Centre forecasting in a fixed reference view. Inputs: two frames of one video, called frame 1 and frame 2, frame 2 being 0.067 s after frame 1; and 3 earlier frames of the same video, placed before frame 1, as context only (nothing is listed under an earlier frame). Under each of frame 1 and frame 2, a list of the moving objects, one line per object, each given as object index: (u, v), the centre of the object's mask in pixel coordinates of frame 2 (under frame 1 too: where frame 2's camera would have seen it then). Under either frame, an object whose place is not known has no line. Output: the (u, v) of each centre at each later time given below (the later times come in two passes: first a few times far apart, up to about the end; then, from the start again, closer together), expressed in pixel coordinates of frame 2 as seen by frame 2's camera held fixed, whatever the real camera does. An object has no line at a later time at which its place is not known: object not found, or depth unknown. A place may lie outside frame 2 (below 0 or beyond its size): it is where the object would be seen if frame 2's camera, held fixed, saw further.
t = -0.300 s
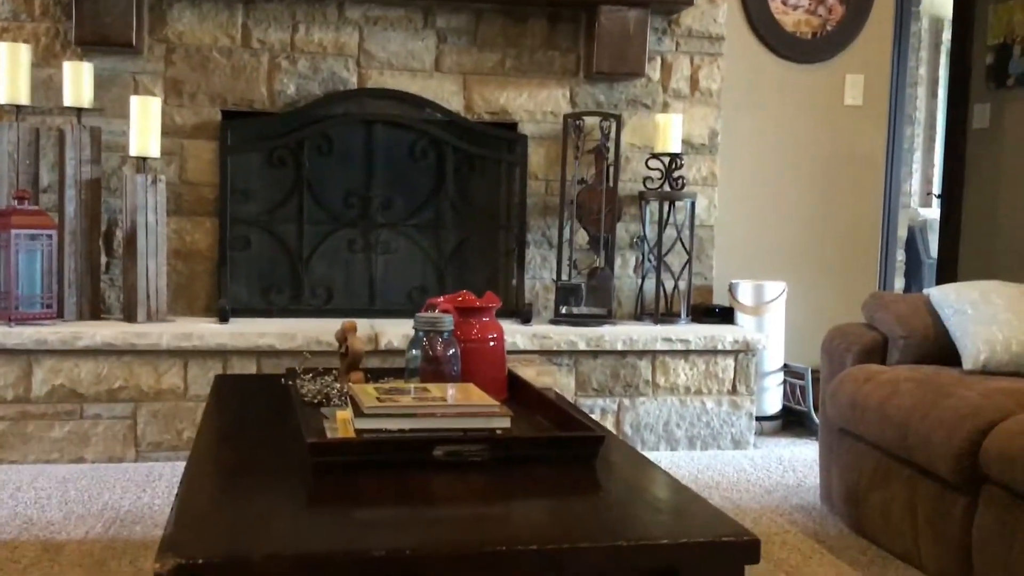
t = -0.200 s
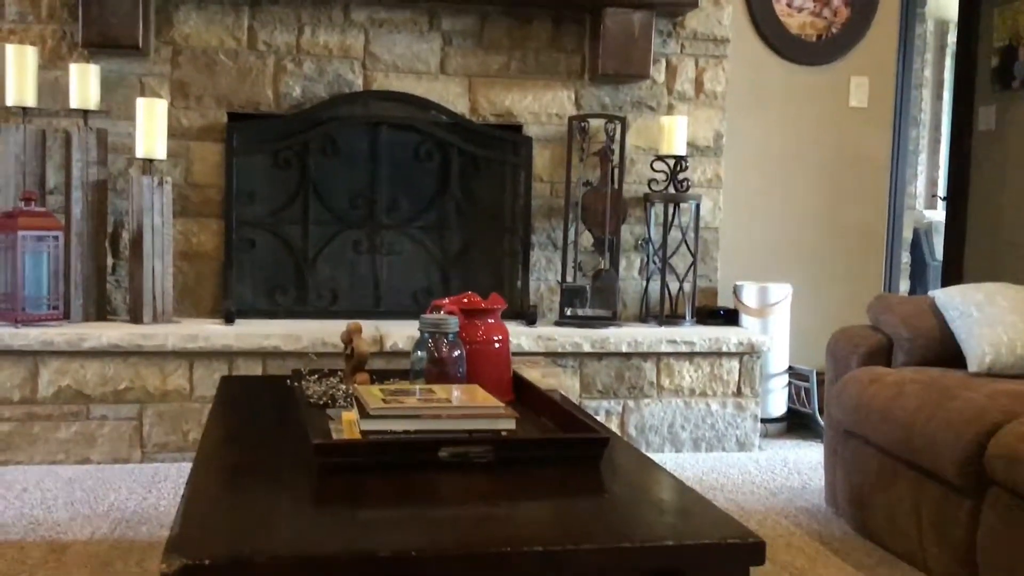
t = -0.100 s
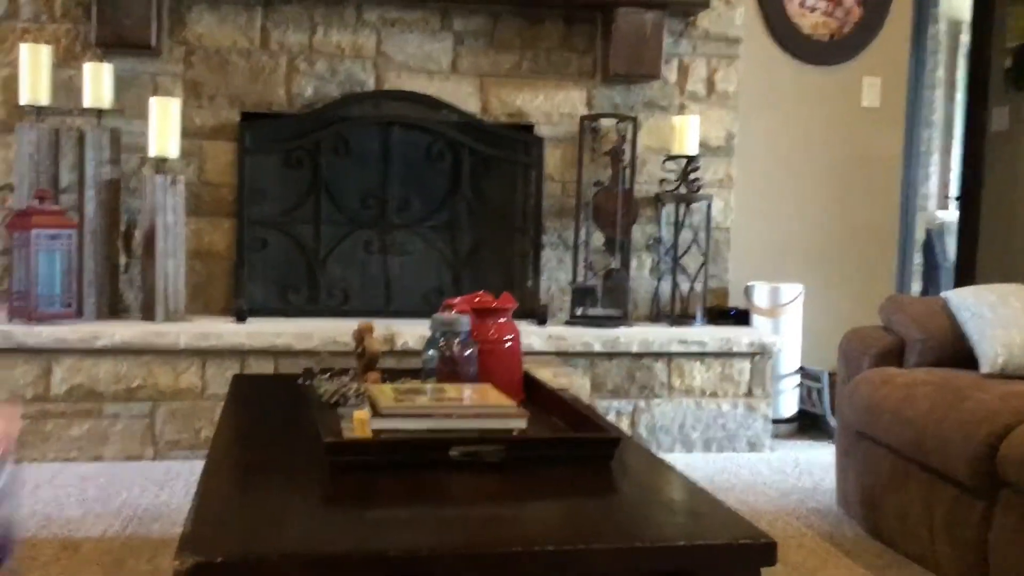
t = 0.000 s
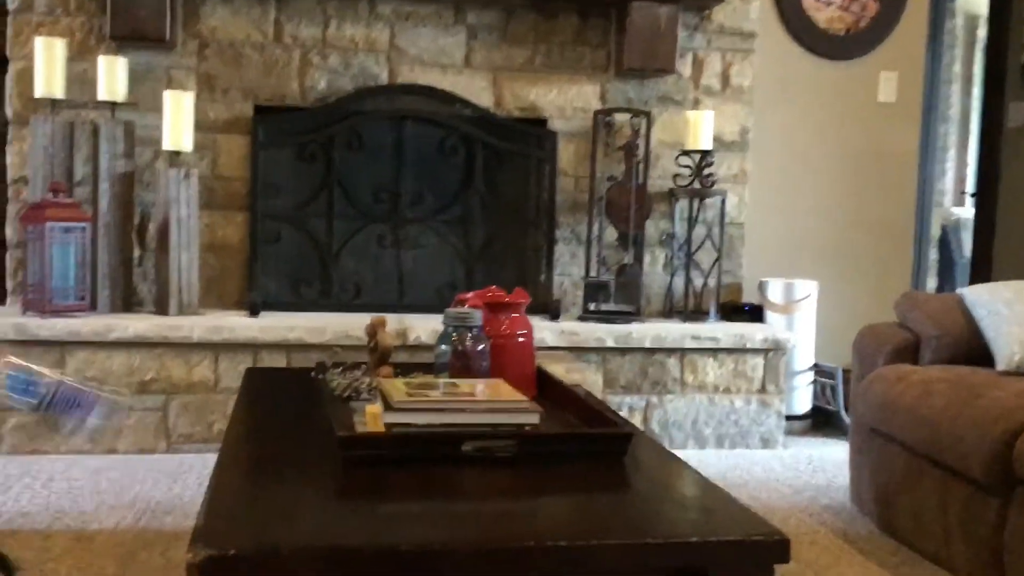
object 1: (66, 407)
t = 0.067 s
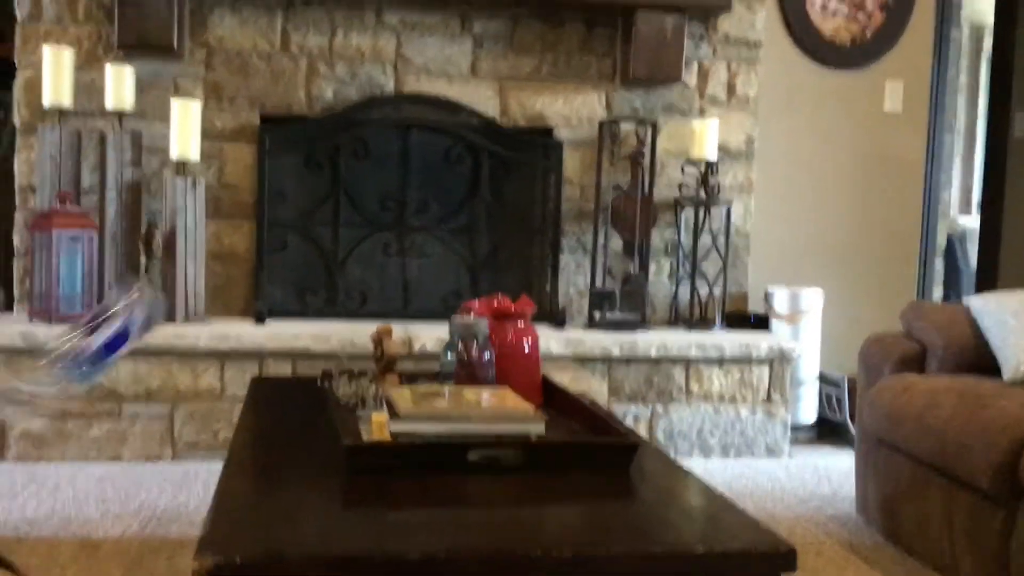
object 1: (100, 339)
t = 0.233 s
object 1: (212, 244)
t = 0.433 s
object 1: (263, 404)
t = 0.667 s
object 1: (293, 418)
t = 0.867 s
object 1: (292, 417)
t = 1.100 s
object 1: (290, 420)
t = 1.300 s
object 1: (291, 420)
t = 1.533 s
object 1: (291, 419)
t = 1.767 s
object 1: (291, 419)
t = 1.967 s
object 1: (291, 419)
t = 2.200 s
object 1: (291, 419)
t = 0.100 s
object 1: (132, 302)
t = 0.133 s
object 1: (151, 282)
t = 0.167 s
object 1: (178, 265)
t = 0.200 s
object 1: (204, 256)
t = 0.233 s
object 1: (212, 244)
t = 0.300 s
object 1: (223, 262)
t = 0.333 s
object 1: (236, 283)
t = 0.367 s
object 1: (247, 311)
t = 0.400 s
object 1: (258, 350)
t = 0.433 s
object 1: (263, 404)
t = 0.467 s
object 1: (266, 411)
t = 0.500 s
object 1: (270, 417)
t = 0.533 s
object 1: (274, 419)
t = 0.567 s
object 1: (277, 418)
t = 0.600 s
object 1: (282, 420)
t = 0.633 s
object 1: (288, 420)
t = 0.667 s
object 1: (293, 418)
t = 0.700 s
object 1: (294, 418)
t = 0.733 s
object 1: (294, 419)
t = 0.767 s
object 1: (293, 419)
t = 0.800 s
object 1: (293, 418)
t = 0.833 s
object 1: (293, 418)
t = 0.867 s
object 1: (292, 417)
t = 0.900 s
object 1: (288, 417)
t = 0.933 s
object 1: (289, 418)
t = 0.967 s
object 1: (292, 419)
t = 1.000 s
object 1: (291, 420)
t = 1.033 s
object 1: (291, 420)
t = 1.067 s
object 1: (291, 420)
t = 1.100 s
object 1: (290, 420)
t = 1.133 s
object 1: (291, 420)
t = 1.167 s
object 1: (291, 419)
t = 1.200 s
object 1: (292, 419)
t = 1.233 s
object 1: (291, 420)
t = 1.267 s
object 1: (291, 420)
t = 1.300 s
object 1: (291, 420)
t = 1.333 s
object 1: (291, 420)
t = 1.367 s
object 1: (291, 420)
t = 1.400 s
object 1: (291, 420)
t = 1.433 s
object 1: (291, 419)
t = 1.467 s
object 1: (291, 420)
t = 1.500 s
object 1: (291, 420)
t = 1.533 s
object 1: (291, 419)
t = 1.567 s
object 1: (291, 419)
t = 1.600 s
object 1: (291, 419)
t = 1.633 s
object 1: (291, 419)
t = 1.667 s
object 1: (291, 419)
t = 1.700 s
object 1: (291, 419)
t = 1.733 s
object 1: (291, 419)
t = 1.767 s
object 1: (291, 419)
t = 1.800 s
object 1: (291, 419)
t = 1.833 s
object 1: (291, 419)
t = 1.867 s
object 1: (291, 419)
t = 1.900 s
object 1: (291, 419)
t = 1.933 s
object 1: (291, 419)
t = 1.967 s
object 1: (291, 419)
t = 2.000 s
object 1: (291, 419)
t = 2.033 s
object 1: (291, 419)
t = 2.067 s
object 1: (291, 419)
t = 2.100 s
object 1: (291, 419)
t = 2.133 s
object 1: (291, 419)
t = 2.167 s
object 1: (291, 419)
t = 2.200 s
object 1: (291, 419)
